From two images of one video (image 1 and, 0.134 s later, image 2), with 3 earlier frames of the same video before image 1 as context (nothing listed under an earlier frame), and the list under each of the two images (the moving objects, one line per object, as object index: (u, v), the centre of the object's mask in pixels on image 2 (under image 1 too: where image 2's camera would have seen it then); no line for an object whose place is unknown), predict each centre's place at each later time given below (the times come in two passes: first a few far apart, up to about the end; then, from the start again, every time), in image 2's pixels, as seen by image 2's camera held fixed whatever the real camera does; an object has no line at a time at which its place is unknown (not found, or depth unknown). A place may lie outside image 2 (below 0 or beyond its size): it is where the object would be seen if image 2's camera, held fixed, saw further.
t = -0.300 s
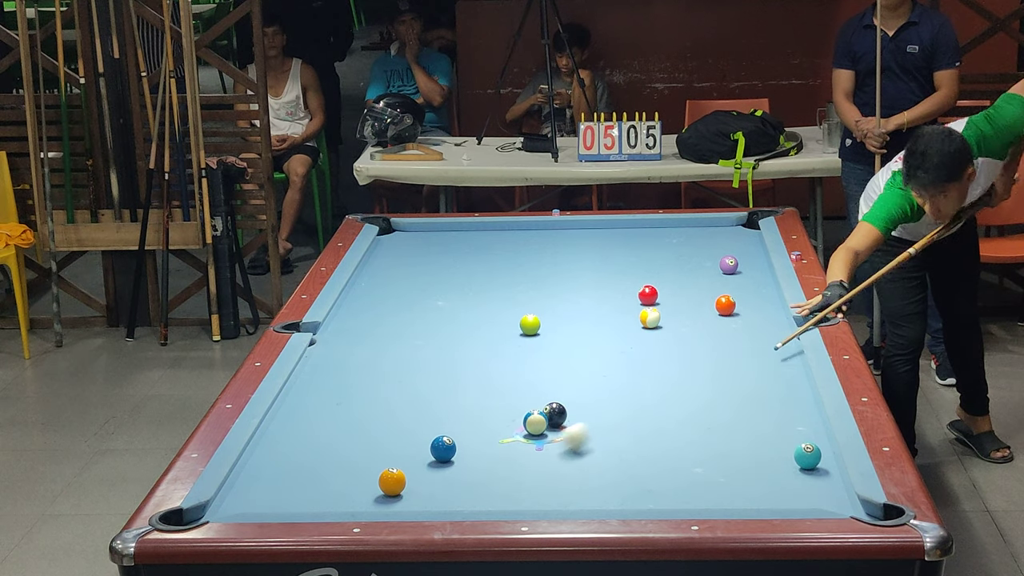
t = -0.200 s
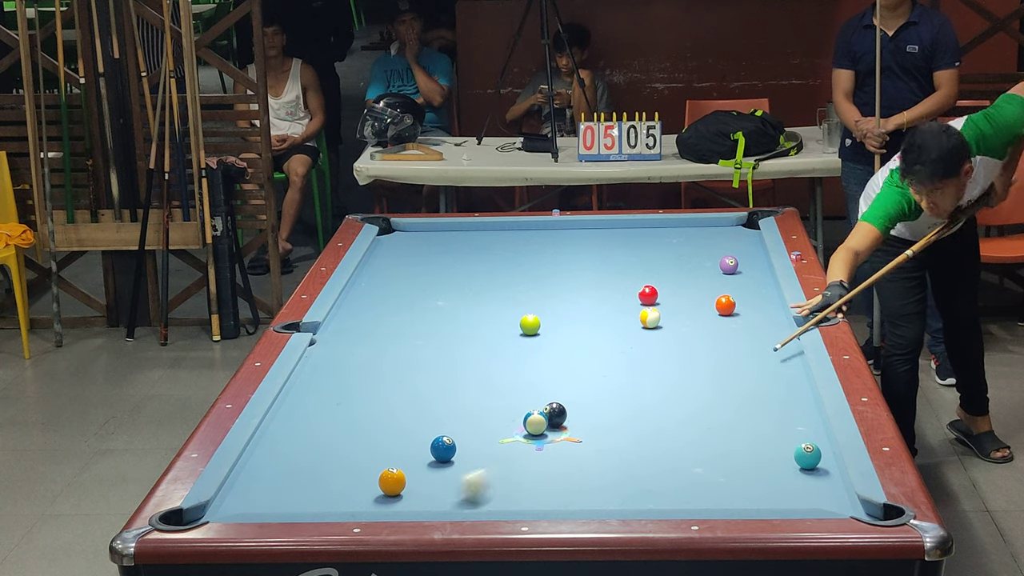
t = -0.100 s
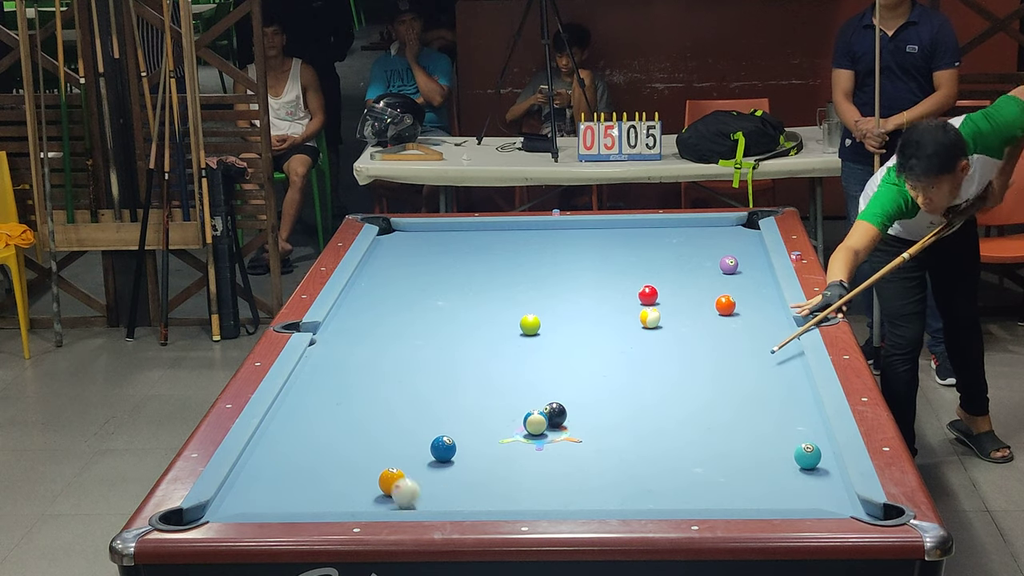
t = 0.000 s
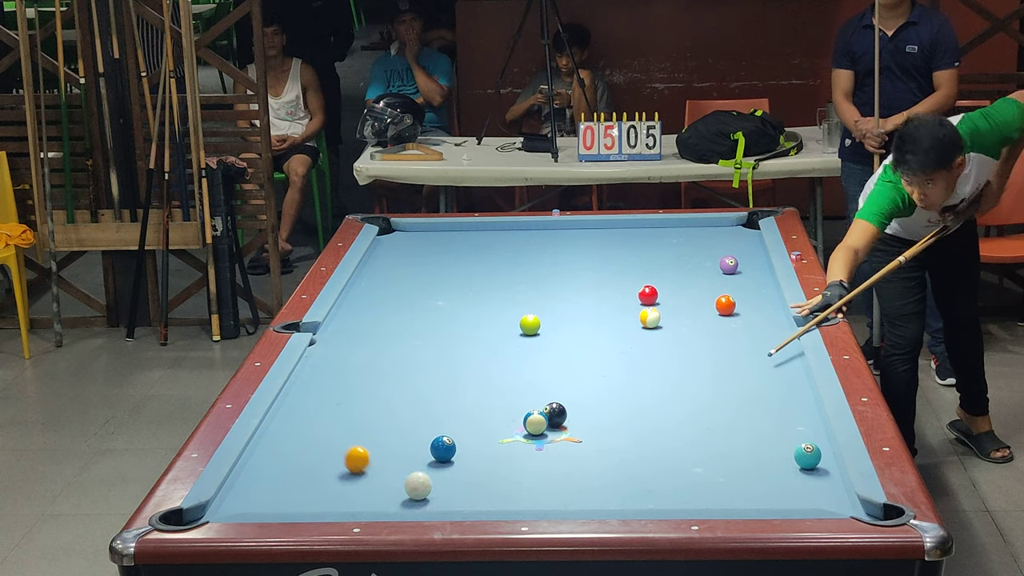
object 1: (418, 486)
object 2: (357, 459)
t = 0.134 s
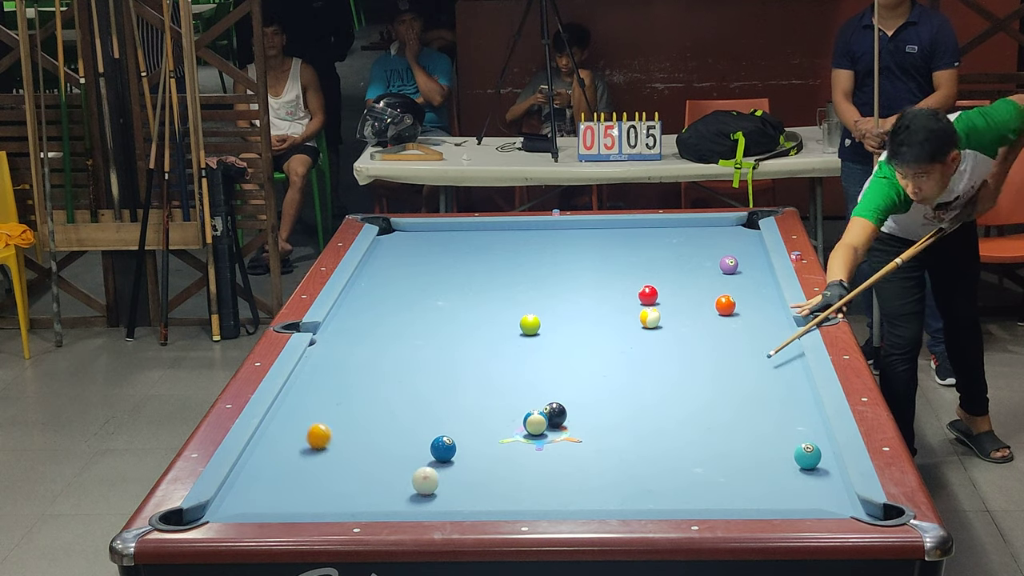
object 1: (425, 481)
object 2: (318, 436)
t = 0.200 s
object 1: (429, 478)
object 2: (302, 425)
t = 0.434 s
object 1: (440, 471)
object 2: (307, 400)
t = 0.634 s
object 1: (448, 466)
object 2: (345, 384)
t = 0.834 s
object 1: (454, 461)
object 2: (380, 370)
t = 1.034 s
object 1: (460, 457)
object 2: (413, 357)
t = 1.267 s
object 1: (466, 452)
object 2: (447, 343)
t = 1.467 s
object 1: (470, 450)
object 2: (474, 333)
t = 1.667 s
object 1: (473, 448)
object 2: (499, 323)
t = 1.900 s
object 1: (476, 446)
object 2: (525, 309)
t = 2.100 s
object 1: (477, 446)
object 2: (547, 304)
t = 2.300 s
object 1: (477, 446)
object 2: (567, 296)
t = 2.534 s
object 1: (477, 446)
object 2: (588, 288)
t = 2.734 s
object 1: (476, 446)
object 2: (605, 281)
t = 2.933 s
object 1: (476, 447)
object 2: (620, 275)
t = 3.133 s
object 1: (476, 447)
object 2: (634, 269)
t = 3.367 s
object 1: (476, 447)
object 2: (650, 263)
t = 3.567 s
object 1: (476, 447)
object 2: (662, 258)
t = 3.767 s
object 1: (476, 447)
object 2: (674, 254)
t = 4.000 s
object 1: (476, 447)
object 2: (686, 250)
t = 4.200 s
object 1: (476, 447)
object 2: (696, 246)
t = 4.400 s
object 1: (476, 447)
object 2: (705, 243)
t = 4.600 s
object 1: (476, 447)
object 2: (713, 239)
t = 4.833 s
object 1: (476, 447)
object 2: (721, 237)
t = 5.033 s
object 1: (476, 447)
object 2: (728, 234)
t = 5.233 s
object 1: (476, 447)
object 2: (734, 232)
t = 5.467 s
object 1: (476, 447)
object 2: (739, 230)
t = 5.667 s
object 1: (476, 447)
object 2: (743, 228)
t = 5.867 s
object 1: (476, 447)
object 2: (746, 227)
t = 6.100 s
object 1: (476, 447)
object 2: (749, 226)
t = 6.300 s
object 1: (476, 447)
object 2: (750, 225)
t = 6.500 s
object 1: (476, 447)
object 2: (750, 225)
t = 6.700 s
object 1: (476, 447)
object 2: (750, 225)
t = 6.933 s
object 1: (476, 447)
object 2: (750, 225)
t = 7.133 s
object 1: (476, 447)
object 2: (750, 225)
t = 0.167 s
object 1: (427, 480)
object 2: (310, 430)
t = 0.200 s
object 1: (429, 478)
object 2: (302, 425)
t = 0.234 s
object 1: (430, 477)
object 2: (294, 420)
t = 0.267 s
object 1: (432, 476)
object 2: (286, 416)
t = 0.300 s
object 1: (434, 475)
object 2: (279, 411)
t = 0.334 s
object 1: (435, 474)
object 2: (286, 407)
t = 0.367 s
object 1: (437, 473)
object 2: (294, 405)
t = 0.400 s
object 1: (438, 472)
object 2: (301, 402)
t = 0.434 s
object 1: (440, 471)
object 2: (307, 400)
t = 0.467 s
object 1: (441, 470)
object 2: (314, 397)
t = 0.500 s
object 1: (442, 469)
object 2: (320, 394)
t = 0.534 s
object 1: (444, 468)
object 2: (327, 392)
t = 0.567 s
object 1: (445, 467)
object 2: (333, 390)
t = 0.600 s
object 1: (446, 466)
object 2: (339, 387)
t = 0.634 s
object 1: (448, 466)
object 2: (345, 384)
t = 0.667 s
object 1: (449, 465)
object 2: (351, 382)
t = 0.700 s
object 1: (450, 464)
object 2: (357, 380)
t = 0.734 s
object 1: (451, 463)
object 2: (363, 377)
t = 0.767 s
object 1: (452, 462)
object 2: (369, 375)
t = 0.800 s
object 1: (453, 461)
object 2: (375, 372)
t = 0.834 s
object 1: (454, 461)
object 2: (380, 370)
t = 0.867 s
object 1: (455, 460)
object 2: (386, 368)
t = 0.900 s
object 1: (456, 459)
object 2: (391, 366)
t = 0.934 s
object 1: (457, 458)
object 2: (397, 364)
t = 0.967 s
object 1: (458, 458)
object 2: (402, 362)
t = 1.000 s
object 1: (459, 457)
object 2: (407, 359)
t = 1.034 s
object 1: (460, 457)
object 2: (413, 357)
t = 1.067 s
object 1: (461, 456)
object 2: (418, 355)
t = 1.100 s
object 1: (462, 455)
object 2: (423, 353)
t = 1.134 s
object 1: (463, 455)
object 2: (428, 351)
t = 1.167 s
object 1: (464, 454)
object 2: (433, 349)
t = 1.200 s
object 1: (465, 454)
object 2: (438, 347)
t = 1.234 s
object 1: (466, 453)
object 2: (442, 345)
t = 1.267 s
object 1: (466, 452)
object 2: (447, 343)
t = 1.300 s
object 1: (467, 452)
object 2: (452, 342)
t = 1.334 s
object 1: (468, 452)
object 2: (456, 340)
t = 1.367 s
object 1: (468, 451)
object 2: (461, 338)
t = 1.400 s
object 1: (469, 451)
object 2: (465, 336)
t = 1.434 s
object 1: (470, 450)
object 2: (470, 334)
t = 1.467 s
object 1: (470, 450)
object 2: (474, 333)
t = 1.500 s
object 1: (471, 449)
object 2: (478, 331)
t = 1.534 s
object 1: (471, 449)
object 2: (482, 329)
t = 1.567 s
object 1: (472, 449)
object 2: (487, 327)
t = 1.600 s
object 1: (472, 448)
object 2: (491, 326)
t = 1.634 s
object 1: (473, 448)
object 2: (495, 324)
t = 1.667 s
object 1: (473, 448)
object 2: (499, 323)
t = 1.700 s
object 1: (474, 448)
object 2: (503, 321)
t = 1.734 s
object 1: (474, 448)
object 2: (507, 319)
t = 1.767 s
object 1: (475, 447)
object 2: (511, 318)
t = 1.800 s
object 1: (475, 447)
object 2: (514, 316)
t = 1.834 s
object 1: (475, 447)
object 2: (517, 314)
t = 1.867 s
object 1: (476, 447)
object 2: (521, 311)
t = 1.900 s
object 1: (476, 446)
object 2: (525, 309)
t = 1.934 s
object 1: (477, 447)
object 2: (530, 308)
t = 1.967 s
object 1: (477, 446)
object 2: (534, 307)
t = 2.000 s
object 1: (477, 446)
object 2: (537, 307)
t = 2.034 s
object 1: (477, 446)
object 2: (540, 306)
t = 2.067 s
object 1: (477, 446)
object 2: (544, 305)
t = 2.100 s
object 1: (477, 446)
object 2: (547, 304)
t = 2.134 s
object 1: (477, 446)
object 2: (551, 302)
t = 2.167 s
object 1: (477, 446)
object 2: (554, 301)
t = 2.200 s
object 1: (477, 446)
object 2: (557, 300)
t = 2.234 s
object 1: (477, 446)
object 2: (561, 298)
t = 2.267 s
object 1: (477, 446)
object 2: (564, 297)
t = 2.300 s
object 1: (477, 446)
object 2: (567, 296)
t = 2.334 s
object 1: (477, 446)
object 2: (570, 294)
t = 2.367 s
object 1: (477, 446)
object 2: (573, 293)
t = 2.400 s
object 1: (477, 446)
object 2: (576, 292)
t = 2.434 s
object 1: (477, 446)
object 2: (579, 291)
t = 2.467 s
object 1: (477, 446)
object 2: (582, 290)
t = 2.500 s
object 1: (477, 446)
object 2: (585, 289)
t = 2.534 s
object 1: (477, 446)
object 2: (588, 288)
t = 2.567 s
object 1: (476, 446)
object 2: (591, 286)
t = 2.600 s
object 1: (476, 446)
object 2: (594, 285)
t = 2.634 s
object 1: (476, 446)
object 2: (597, 284)
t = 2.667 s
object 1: (476, 446)
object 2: (599, 283)
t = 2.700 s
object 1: (476, 446)
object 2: (602, 282)
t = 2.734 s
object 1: (476, 446)
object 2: (605, 281)
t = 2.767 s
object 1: (476, 446)
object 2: (607, 280)
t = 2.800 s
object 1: (476, 447)
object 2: (610, 279)
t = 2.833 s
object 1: (476, 447)
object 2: (612, 278)
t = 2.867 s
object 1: (476, 447)
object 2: (615, 276)
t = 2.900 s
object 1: (476, 446)
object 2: (617, 276)
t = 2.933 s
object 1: (476, 447)
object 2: (620, 275)
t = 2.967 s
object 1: (476, 447)
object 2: (622, 274)
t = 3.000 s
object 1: (476, 447)
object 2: (625, 273)
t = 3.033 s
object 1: (476, 447)
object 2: (627, 272)
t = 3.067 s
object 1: (476, 447)
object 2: (629, 271)
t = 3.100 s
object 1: (476, 447)
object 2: (632, 270)
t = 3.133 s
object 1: (476, 447)
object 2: (634, 269)
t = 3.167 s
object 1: (476, 447)
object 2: (637, 268)
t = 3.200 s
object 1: (476, 447)
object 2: (639, 267)
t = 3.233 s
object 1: (476, 447)
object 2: (641, 266)
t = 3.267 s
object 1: (476, 447)
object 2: (643, 266)
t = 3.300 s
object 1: (476, 447)
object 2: (645, 265)
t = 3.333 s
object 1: (476, 447)
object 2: (648, 264)
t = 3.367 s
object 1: (476, 447)
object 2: (650, 263)
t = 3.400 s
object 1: (476, 447)
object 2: (652, 262)
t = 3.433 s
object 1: (476, 447)
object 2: (654, 261)
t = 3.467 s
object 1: (476, 447)
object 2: (656, 261)
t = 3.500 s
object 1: (476, 447)
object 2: (659, 260)
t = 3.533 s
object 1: (476, 447)
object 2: (660, 259)
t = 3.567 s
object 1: (476, 447)
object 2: (662, 258)
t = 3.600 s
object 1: (476, 447)
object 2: (664, 257)
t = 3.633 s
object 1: (476, 447)
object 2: (666, 257)
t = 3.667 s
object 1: (476, 447)
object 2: (668, 256)
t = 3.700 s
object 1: (476, 447)
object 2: (670, 255)
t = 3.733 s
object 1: (476, 447)
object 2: (672, 255)
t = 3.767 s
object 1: (476, 447)
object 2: (674, 254)
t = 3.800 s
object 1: (476, 447)
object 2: (676, 253)
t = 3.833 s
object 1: (476, 447)
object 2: (677, 252)
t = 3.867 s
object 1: (476, 447)
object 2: (679, 252)
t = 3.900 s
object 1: (476, 447)
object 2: (681, 251)
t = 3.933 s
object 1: (476, 447)
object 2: (683, 250)
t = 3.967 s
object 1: (476, 447)
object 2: (685, 250)
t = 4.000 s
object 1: (476, 447)
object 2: (686, 250)
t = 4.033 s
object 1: (476, 447)
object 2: (688, 249)
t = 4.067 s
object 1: (476, 447)
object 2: (690, 248)
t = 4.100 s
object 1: (476, 447)
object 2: (691, 247)
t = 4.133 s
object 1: (476, 447)
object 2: (693, 247)
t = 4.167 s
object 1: (476, 447)
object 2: (694, 246)
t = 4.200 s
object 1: (476, 447)
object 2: (696, 246)
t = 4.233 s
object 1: (476, 447)
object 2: (697, 245)
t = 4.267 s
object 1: (476, 447)
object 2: (699, 245)
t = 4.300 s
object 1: (476, 447)
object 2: (700, 244)
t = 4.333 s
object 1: (476, 447)
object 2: (702, 244)
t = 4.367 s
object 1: (476, 447)
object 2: (704, 243)
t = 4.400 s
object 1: (476, 447)
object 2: (705, 243)
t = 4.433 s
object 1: (476, 447)
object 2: (706, 242)
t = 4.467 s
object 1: (476, 447)
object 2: (708, 241)
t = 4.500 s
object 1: (476, 447)
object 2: (709, 241)
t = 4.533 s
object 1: (476, 447)
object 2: (710, 241)
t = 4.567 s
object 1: (476, 447)
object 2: (712, 240)
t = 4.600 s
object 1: (476, 447)
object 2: (713, 239)
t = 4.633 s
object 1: (476, 447)
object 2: (714, 239)
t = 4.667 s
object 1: (476, 447)
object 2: (716, 239)
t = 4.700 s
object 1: (476, 447)
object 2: (717, 239)
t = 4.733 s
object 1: (476, 447)
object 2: (718, 238)
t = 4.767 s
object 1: (476, 447)
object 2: (720, 237)
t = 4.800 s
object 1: (476, 447)
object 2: (720, 237)
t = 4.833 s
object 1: (476, 447)
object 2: (721, 237)
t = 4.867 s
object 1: (476, 447)
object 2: (723, 236)
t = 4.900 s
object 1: (476, 447)
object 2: (724, 236)
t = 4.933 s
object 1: (476, 447)
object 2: (725, 235)
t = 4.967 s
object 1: (476, 447)
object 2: (726, 235)
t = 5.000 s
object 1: (476, 447)
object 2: (727, 235)
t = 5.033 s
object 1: (476, 447)
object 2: (728, 234)
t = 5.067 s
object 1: (476, 447)
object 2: (729, 234)
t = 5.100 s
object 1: (476, 447)
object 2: (730, 234)
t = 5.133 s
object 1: (476, 447)
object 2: (731, 233)
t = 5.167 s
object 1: (476, 447)
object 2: (732, 233)
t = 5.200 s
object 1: (476, 447)
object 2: (733, 232)
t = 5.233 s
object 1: (476, 447)
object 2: (734, 232)
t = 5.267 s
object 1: (476, 447)
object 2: (735, 232)
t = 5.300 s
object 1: (476, 447)
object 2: (736, 232)
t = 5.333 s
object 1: (476, 447)
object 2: (736, 231)
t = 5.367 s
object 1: (476, 447)
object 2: (737, 231)
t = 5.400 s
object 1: (476, 447)
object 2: (738, 231)
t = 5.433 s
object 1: (476, 447)
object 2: (739, 230)
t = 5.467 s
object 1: (476, 447)
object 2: (739, 230)
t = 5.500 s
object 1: (476, 447)
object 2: (740, 230)
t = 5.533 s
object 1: (476, 447)
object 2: (741, 230)
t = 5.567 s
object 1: (476, 447)
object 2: (741, 229)
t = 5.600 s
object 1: (476, 447)
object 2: (742, 229)
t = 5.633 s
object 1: (476, 447)
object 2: (743, 229)
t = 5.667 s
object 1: (476, 447)
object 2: (743, 228)
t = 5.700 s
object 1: (476, 447)
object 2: (744, 228)
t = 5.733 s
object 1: (476, 447)
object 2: (744, 228)
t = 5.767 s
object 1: (476, 447)
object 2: (745, 228)
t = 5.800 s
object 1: (476, 447)
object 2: (745, 227)
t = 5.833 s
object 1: (476, 447)
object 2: (746, 227)
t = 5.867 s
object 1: (476, 447)
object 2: (746, 227)
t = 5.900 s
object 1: (476, 447)
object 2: (747, 227)
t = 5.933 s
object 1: (476, 447)
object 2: (747, 227)
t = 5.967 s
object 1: (476, 447)
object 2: (747, 226)
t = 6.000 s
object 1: (476, 447)
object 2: (748, 226)
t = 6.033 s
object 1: (476, 447)
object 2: (748, 226)
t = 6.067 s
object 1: (476, 447)
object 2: (748, 226)
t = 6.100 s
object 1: (476, 447)
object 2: (749, 226)
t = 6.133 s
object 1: (476, 447)
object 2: (749, 226)
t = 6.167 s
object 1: (476, 447)
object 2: (749, 225)
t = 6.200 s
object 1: (476, 447)
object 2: (749, 226)
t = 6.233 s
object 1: (476, 447)
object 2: (750, 225)
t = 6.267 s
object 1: (476, 447)
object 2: (750, 225)
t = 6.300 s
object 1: (476, 447)
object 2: (750, 225)
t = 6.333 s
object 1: (476, 447)
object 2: (750, 225)
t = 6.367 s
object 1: (476, 447)
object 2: (750, 225)
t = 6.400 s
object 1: (476, 447)
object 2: (750, 225)
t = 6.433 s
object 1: (476, 447)
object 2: (750, 225)
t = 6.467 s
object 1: (476, 447)
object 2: (750, 225)
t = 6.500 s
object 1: (476, 447)
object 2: (750, 225)
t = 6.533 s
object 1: (476, 447)
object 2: (750, 225)
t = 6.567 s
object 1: (476, 447)
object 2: (750, 225)
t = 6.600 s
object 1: (476, 447)
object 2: (750, 225)
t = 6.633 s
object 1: (476, 447)
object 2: (750, 225)
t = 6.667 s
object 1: (476, 447)
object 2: (750, 225)
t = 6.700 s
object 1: (476, 447)
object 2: (750, 225)
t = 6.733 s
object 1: (476, 447)
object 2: (750, 225)
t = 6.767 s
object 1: (476, 447)
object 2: (750, 225)
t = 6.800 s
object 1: (476, 447)
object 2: (750, 225)
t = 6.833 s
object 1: (476, 447)
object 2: (750, 225)
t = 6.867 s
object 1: (476, 447)
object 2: (750, 225)
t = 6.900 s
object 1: (476, 447)
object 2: (750, 225)
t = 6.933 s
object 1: (476, 447)
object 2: (750, 225)
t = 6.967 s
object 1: (476, 447)
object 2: (750, 225)
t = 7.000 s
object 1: (476, 447)
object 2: (750, 225)
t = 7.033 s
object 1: (476, 447)
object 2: (750, 225)
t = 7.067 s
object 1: (476, 447)
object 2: (750, 225)
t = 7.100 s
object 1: (476, 447)
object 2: (750, 225)
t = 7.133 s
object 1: (476, 447)
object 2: (750, 225)
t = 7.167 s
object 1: (476, 447)
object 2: (750, 225)
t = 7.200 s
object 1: (476, 447)
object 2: (750, 225)
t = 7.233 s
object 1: (476, 447)
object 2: (750, 225)
